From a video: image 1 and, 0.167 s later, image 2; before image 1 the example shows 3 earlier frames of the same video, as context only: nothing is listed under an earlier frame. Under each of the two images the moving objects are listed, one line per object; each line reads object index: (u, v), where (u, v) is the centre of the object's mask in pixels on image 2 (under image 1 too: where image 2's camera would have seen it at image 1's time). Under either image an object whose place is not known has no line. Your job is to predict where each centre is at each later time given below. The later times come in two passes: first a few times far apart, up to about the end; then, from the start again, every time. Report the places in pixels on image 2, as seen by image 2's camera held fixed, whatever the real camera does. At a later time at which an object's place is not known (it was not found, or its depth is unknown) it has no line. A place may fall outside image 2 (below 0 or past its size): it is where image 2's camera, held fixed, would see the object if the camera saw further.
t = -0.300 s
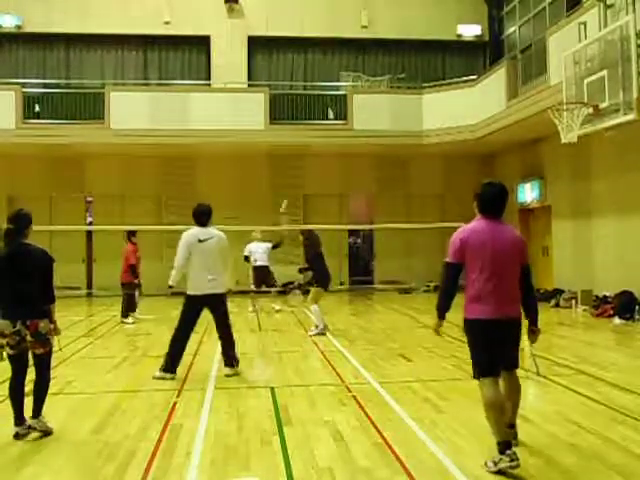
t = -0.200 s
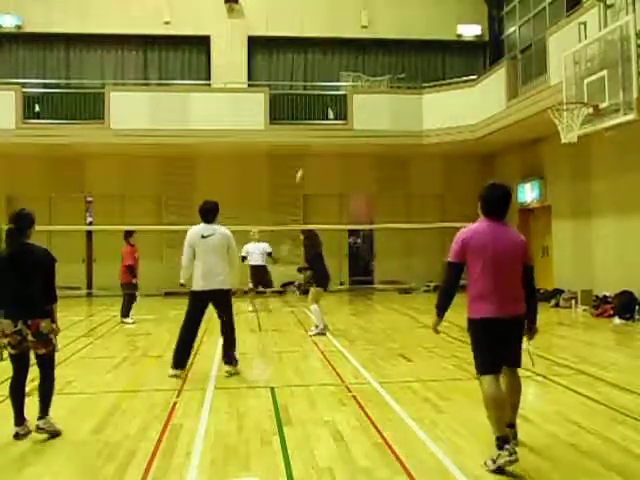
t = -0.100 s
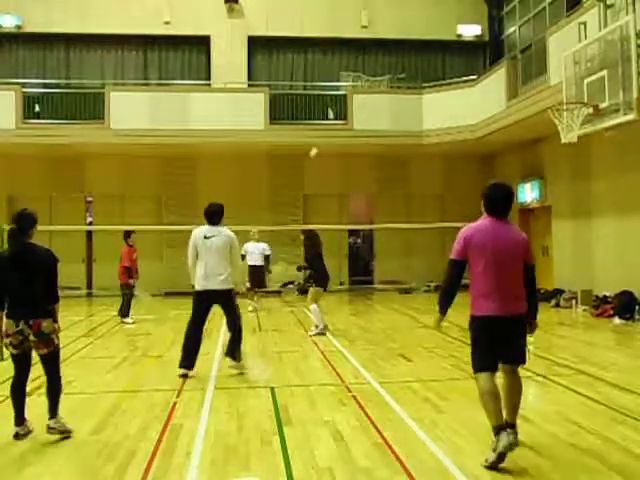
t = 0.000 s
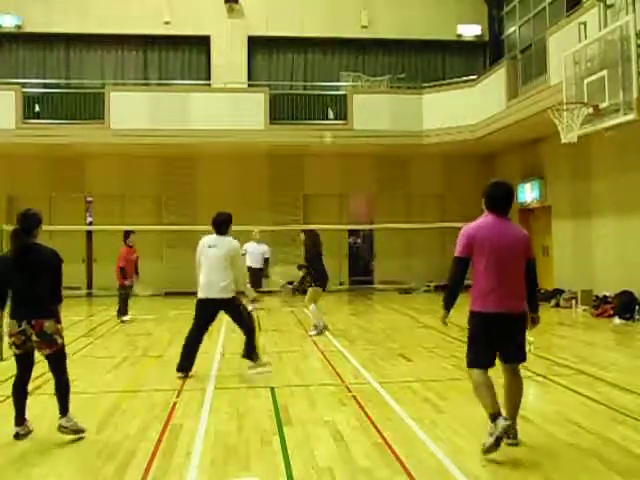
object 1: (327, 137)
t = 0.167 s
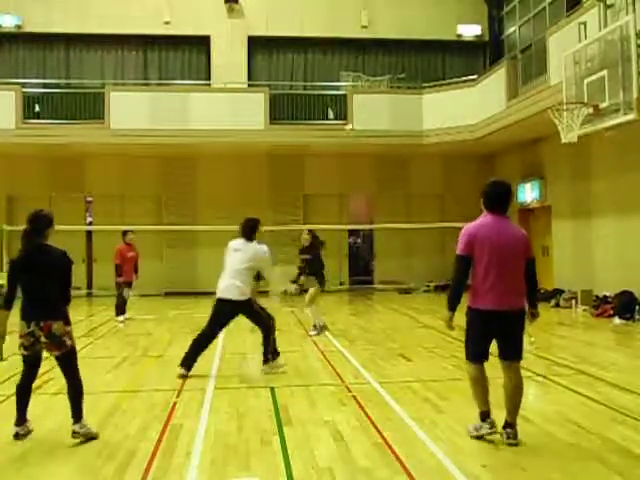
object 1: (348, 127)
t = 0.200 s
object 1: (357, 128)
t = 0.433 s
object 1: (383, 151)
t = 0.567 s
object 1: (399, 181)
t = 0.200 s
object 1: (357, 128)
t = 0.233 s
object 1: (357, 127)
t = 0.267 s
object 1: (363, 131)
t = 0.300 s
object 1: (366, 132)
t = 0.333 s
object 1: (371, 137)
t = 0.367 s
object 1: (375, 140)
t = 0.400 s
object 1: (380, 145)
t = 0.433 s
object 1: (383, 151)
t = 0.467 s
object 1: (388, 157)
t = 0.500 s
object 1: (392, 165)
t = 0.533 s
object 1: (396, 172)
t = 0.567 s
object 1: (399, 181)
